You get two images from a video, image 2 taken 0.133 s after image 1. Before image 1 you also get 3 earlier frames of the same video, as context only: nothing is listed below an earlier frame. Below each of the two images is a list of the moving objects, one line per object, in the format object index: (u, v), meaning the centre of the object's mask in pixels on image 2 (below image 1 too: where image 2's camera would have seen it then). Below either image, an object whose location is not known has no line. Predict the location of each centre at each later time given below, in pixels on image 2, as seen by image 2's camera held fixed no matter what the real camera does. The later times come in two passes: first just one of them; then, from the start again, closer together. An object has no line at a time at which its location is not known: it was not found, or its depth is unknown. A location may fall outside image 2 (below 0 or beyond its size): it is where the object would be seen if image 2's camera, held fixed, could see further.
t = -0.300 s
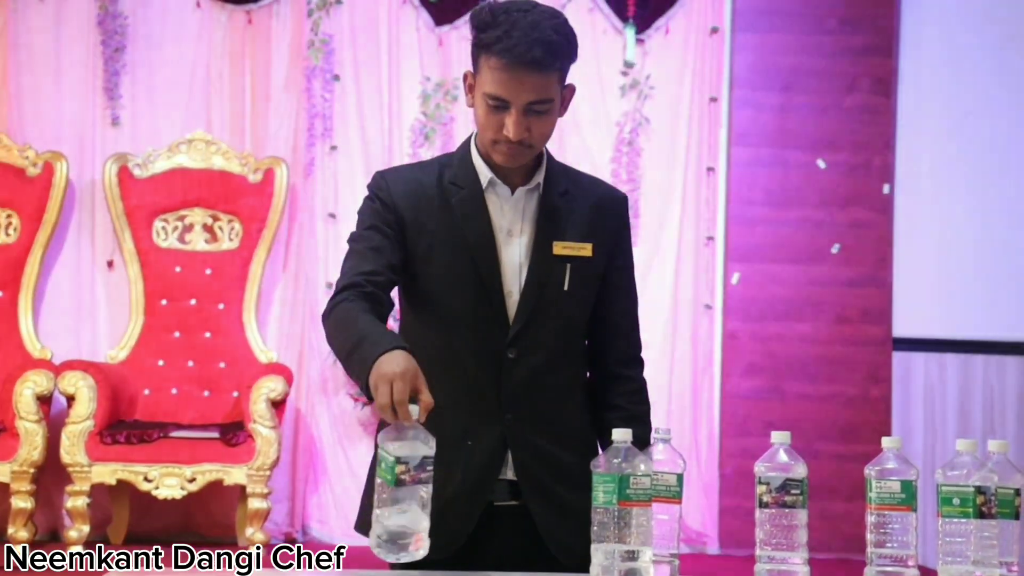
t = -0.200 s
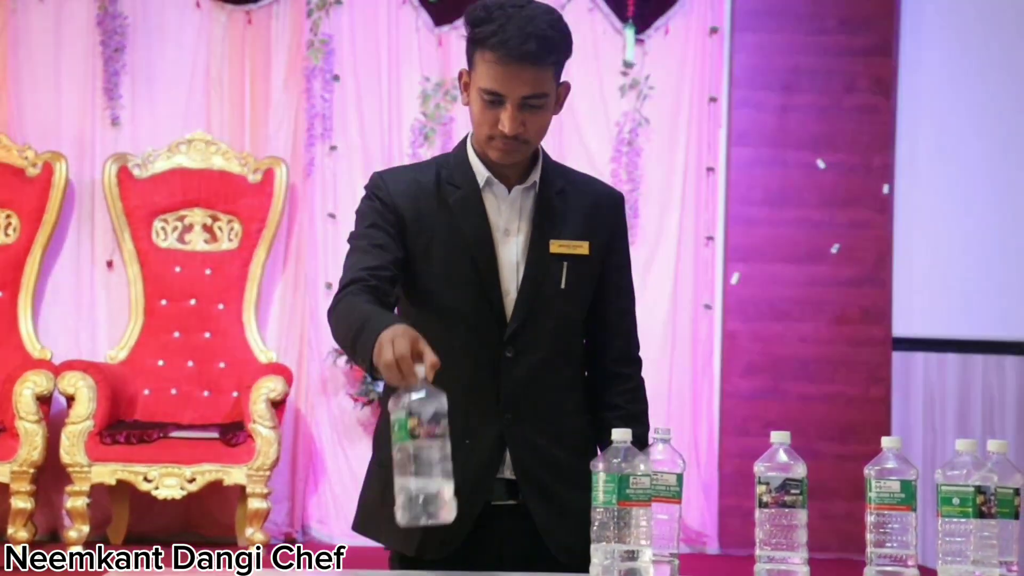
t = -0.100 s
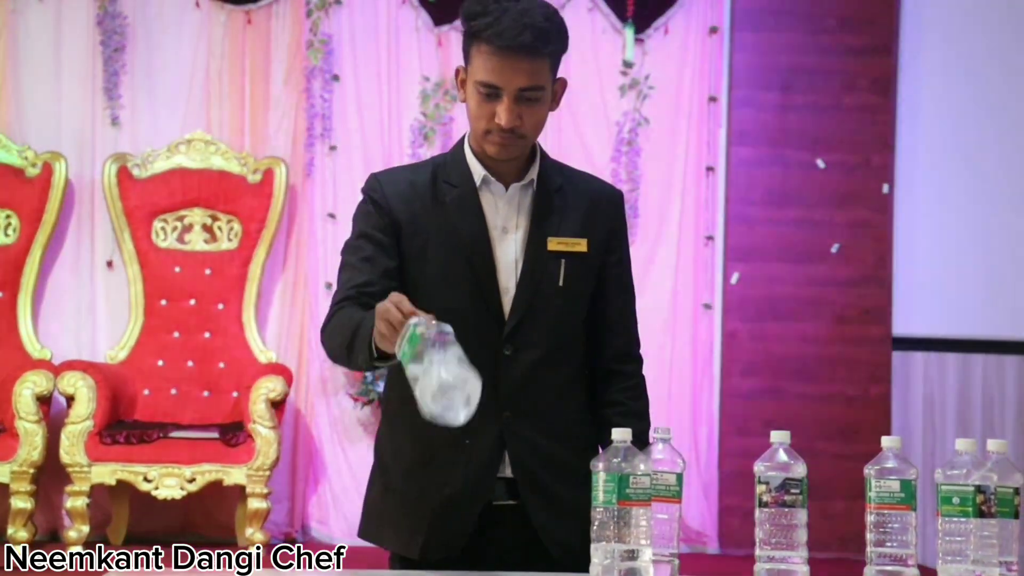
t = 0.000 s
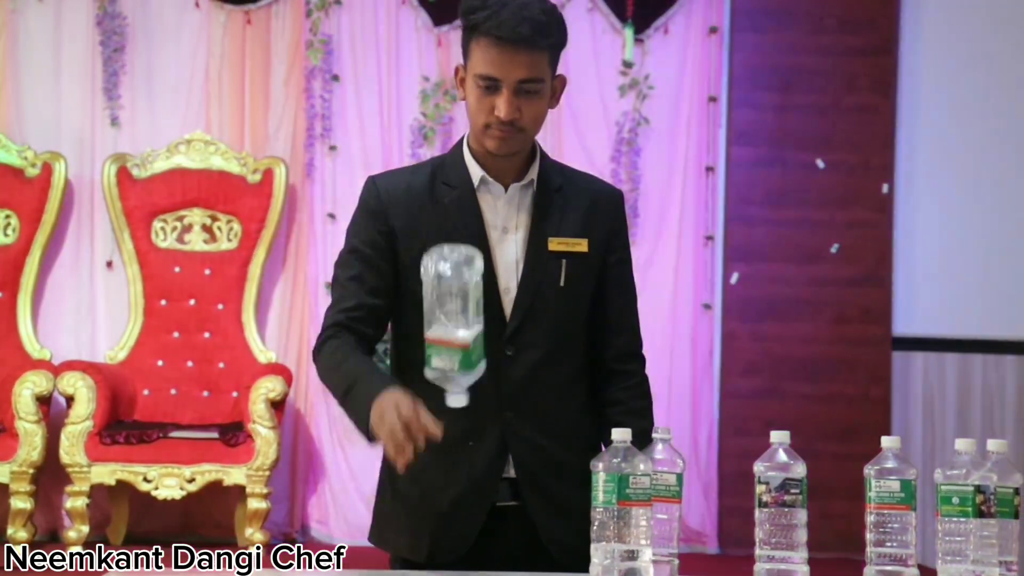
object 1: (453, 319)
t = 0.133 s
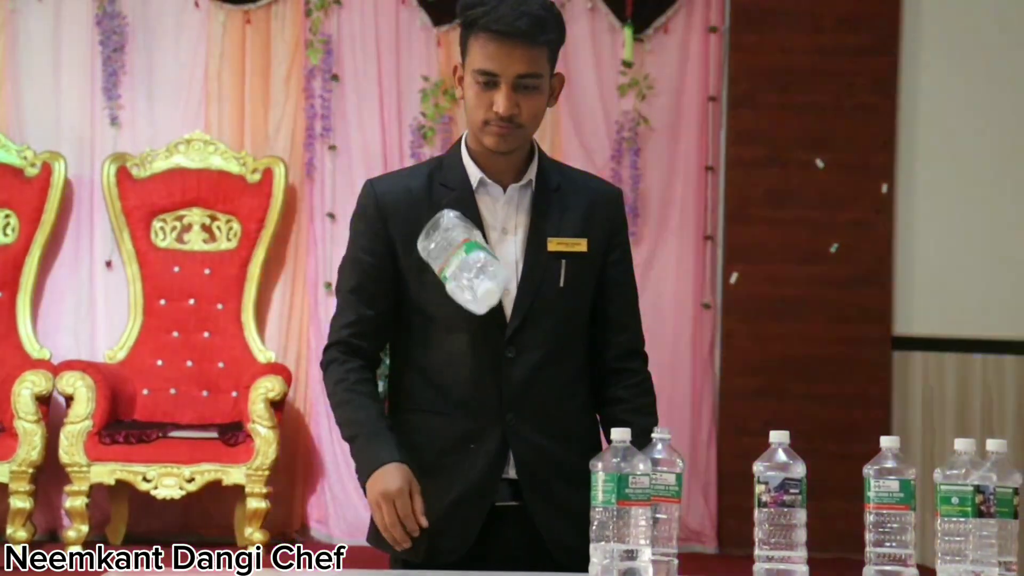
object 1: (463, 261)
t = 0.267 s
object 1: (461, 346)
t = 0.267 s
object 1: (461, 346)
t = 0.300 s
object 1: (460, 392)
